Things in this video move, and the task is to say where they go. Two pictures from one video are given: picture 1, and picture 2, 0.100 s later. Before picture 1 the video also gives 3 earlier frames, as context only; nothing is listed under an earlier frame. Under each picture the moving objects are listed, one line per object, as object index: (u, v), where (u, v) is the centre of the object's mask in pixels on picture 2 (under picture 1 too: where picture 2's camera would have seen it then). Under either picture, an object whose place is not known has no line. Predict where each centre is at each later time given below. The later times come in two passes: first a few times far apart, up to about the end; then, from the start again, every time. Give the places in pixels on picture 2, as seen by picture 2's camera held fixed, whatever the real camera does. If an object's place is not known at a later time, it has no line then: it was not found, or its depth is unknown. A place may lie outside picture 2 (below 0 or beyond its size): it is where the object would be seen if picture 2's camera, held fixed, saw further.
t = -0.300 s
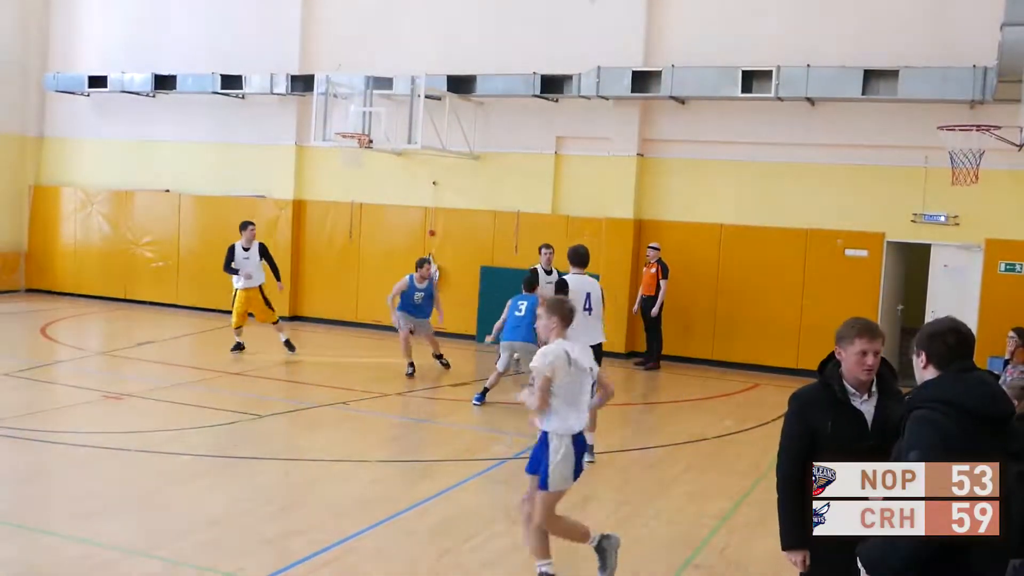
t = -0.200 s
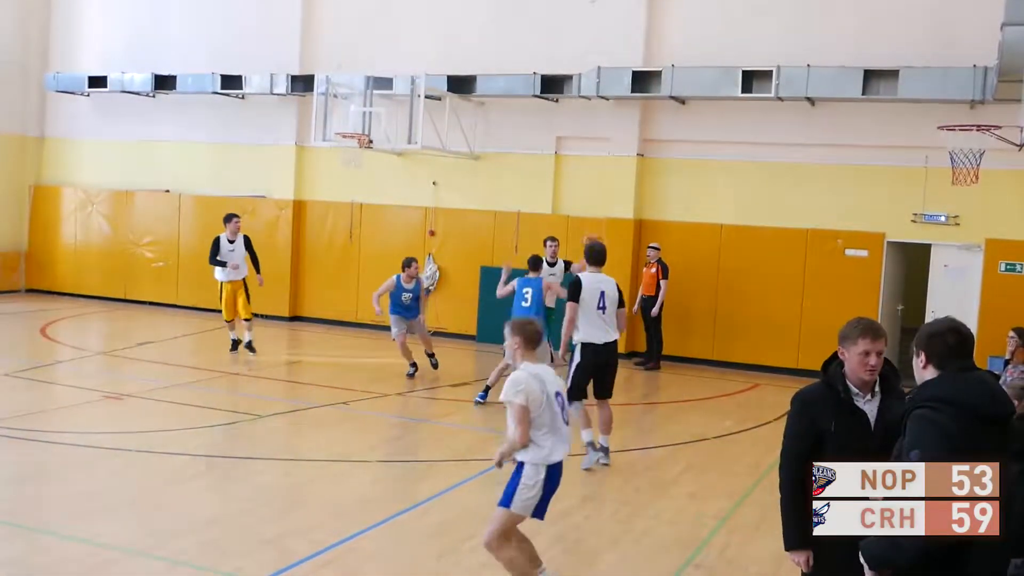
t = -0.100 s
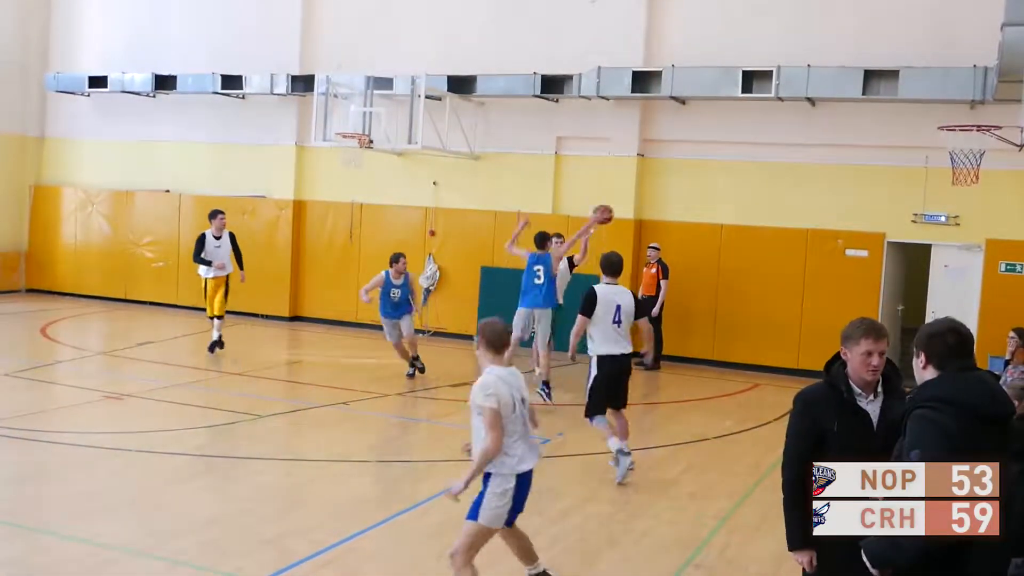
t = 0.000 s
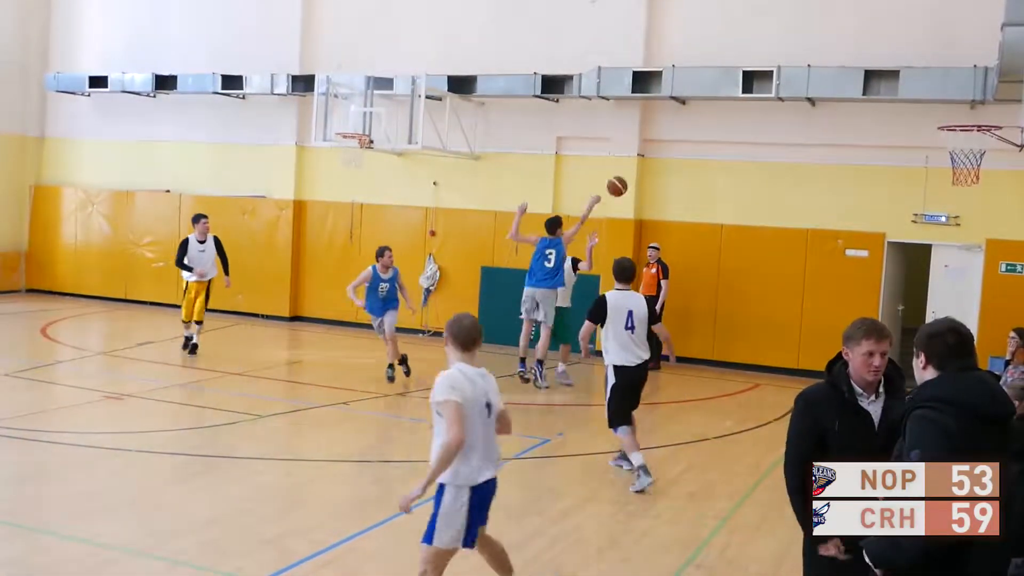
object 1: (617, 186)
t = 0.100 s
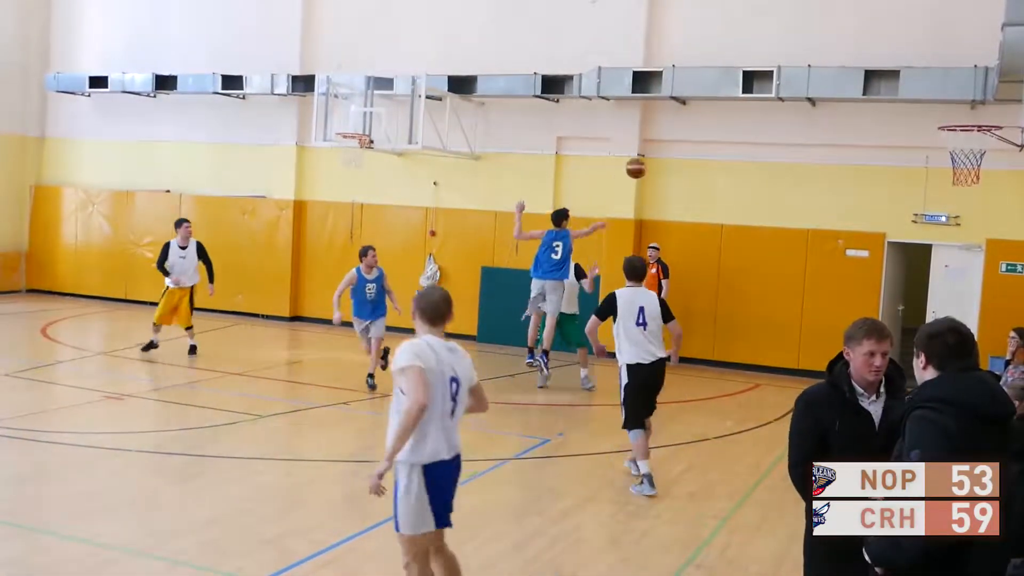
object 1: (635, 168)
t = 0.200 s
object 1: (654, 159)
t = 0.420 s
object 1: (692, 168)
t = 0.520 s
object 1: (707, 185)
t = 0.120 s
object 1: (640, 165)
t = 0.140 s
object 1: (643, 163)
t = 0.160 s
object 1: (647, 161)
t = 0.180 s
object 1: (650, 160)
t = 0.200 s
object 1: (654, 159)
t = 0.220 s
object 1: (658, 158)
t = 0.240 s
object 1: (662, 158)
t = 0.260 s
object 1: (665, 157)
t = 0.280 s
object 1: (668, 157)
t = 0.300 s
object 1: (672, 158)
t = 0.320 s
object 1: (675, 159)
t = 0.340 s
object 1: (679, 160)
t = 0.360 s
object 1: (681, 161)
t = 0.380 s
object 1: (685, 163)
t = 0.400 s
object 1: (688, 165)
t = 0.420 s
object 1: (692, 168)
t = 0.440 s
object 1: (694, 171)
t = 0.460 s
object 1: (697, 174)
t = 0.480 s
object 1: (701, 178)
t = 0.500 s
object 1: (704, 182)
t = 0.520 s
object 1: (707, 185)
